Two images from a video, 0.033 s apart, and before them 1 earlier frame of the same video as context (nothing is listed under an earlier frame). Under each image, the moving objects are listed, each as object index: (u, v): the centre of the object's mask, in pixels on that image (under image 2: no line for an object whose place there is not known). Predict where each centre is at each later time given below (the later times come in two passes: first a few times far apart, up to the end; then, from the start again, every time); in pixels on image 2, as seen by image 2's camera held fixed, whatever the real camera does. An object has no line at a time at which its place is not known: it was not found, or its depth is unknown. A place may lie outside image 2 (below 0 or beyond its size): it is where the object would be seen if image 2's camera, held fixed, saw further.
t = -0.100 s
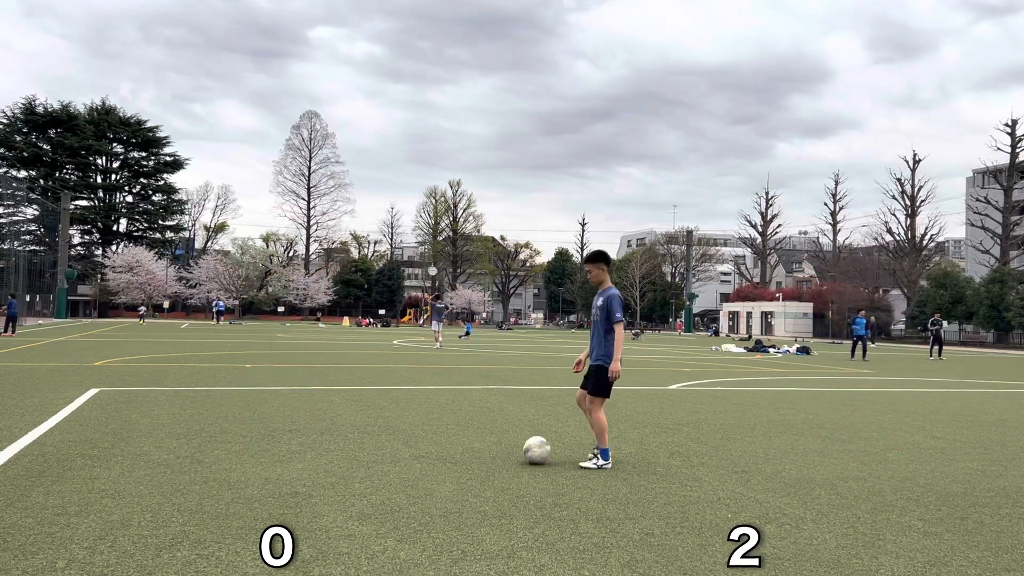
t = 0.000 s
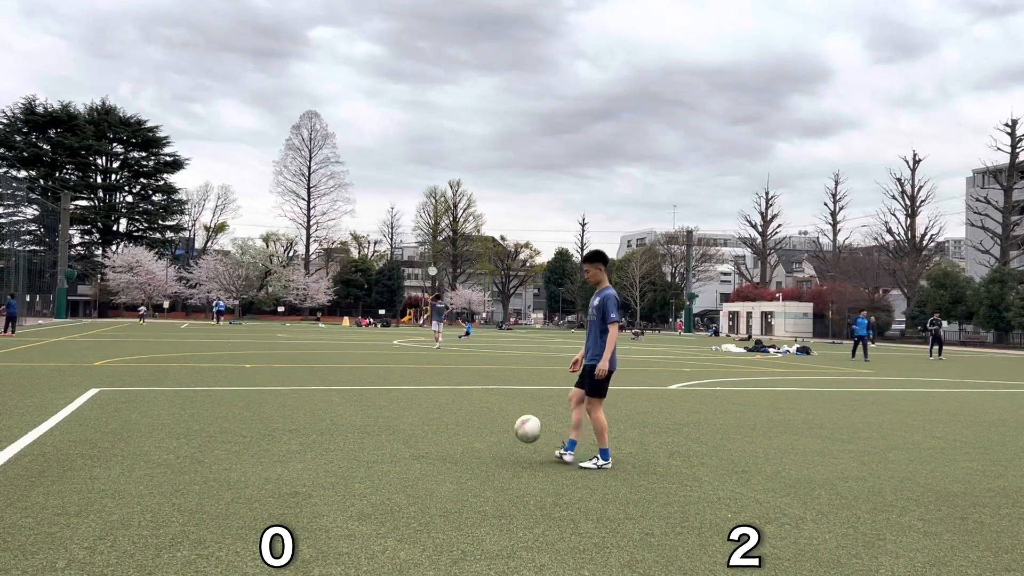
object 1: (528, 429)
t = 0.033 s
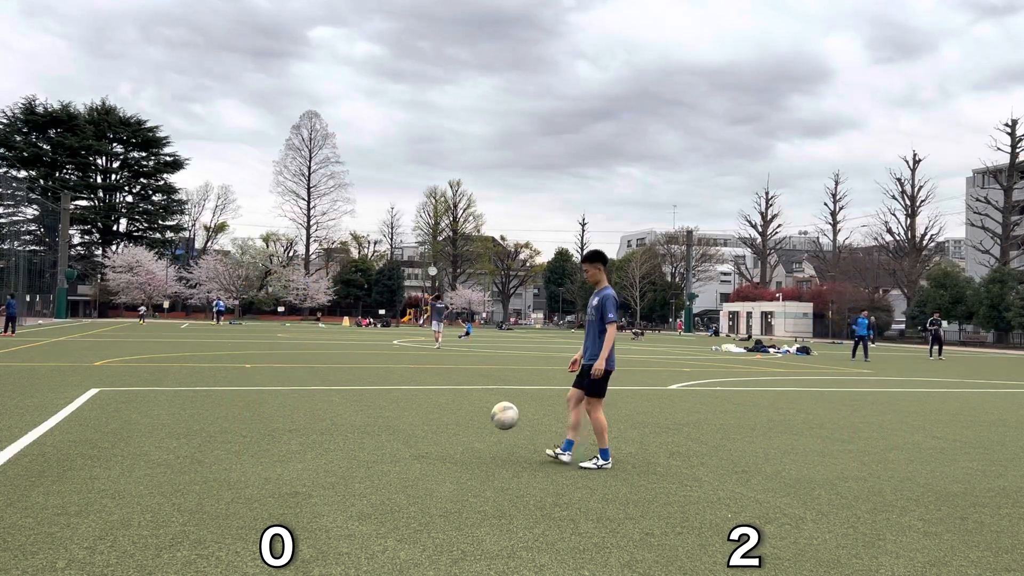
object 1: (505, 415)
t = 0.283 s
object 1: (322, 359)
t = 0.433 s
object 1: (204, 361)
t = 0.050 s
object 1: (493, 409)
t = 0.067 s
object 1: (482, 404)
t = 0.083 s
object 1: (469, 398)
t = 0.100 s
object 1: (458, 393)
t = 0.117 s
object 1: (446, 388)
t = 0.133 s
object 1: (434, 384)
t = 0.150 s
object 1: (422, 380)
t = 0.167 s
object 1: (410, 376)
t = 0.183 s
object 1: (397, 373)
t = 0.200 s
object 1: (385, 369)
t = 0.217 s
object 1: (373, 366)
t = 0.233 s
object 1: (360, 364)
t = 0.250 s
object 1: (348, 362)
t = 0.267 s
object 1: (335, 360)
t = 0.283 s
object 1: (322, 359)
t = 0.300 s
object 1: (310, 357)
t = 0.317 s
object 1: (297, 356)
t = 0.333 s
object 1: (284, 356)
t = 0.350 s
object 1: (271, 356)
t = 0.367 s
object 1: (258, 356)
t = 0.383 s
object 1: (245, 357)
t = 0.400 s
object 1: (231, 358)
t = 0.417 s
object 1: (218, 359)
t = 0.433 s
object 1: (204, 361)
